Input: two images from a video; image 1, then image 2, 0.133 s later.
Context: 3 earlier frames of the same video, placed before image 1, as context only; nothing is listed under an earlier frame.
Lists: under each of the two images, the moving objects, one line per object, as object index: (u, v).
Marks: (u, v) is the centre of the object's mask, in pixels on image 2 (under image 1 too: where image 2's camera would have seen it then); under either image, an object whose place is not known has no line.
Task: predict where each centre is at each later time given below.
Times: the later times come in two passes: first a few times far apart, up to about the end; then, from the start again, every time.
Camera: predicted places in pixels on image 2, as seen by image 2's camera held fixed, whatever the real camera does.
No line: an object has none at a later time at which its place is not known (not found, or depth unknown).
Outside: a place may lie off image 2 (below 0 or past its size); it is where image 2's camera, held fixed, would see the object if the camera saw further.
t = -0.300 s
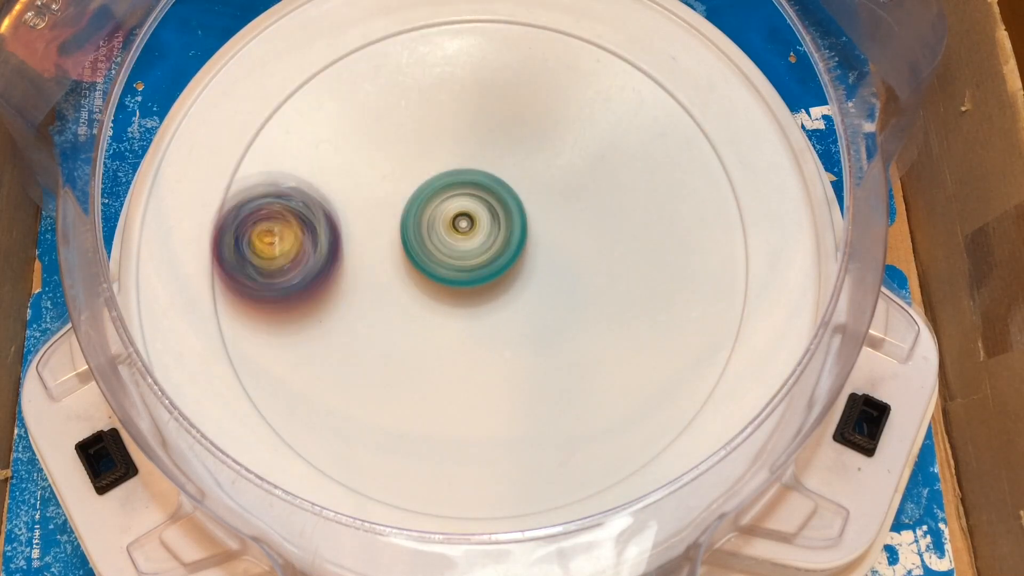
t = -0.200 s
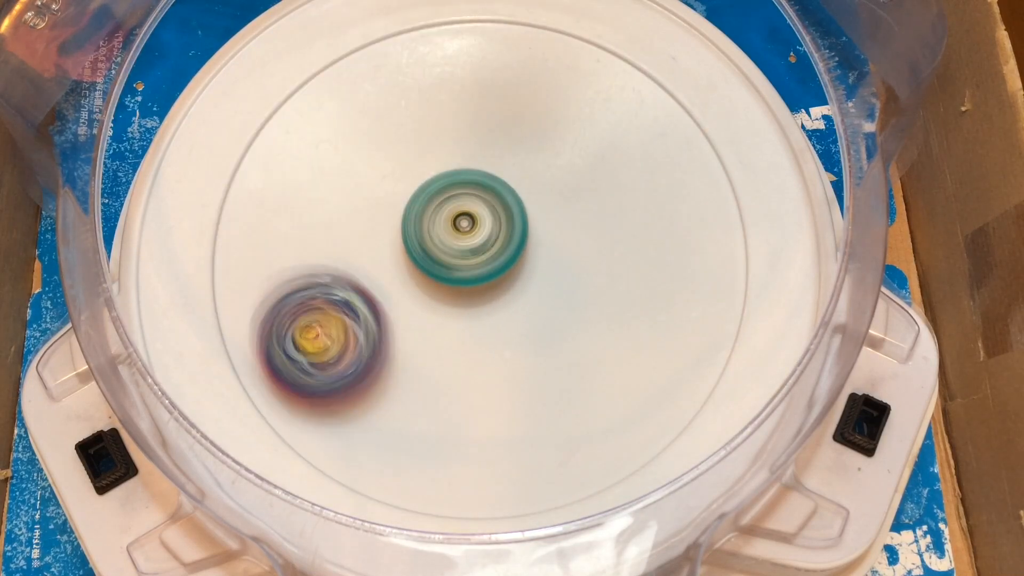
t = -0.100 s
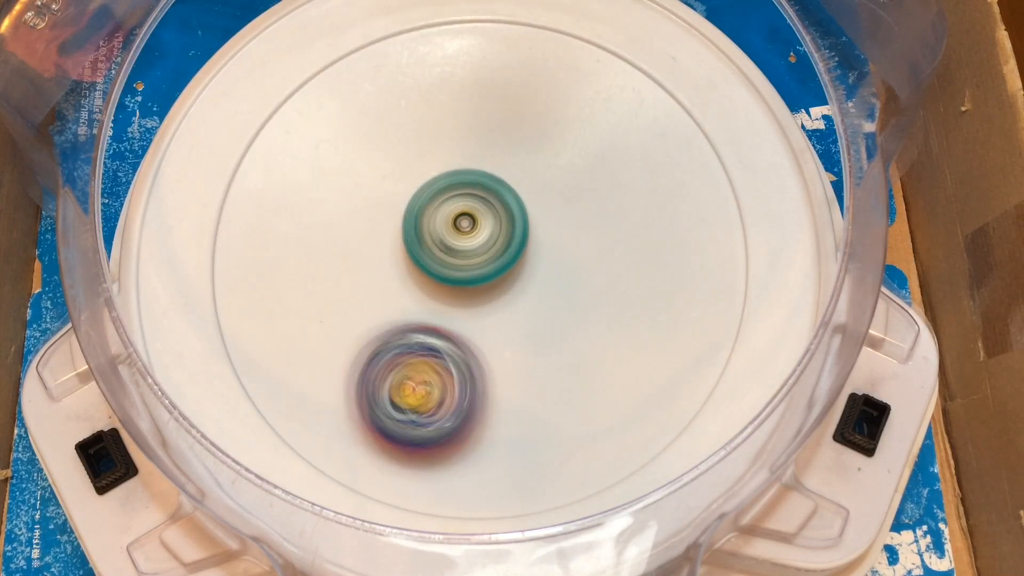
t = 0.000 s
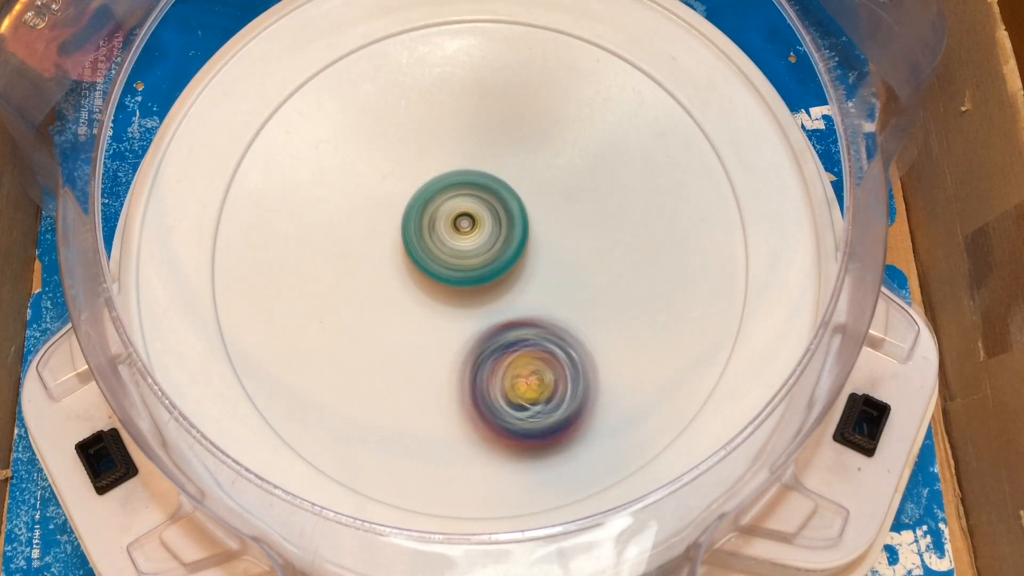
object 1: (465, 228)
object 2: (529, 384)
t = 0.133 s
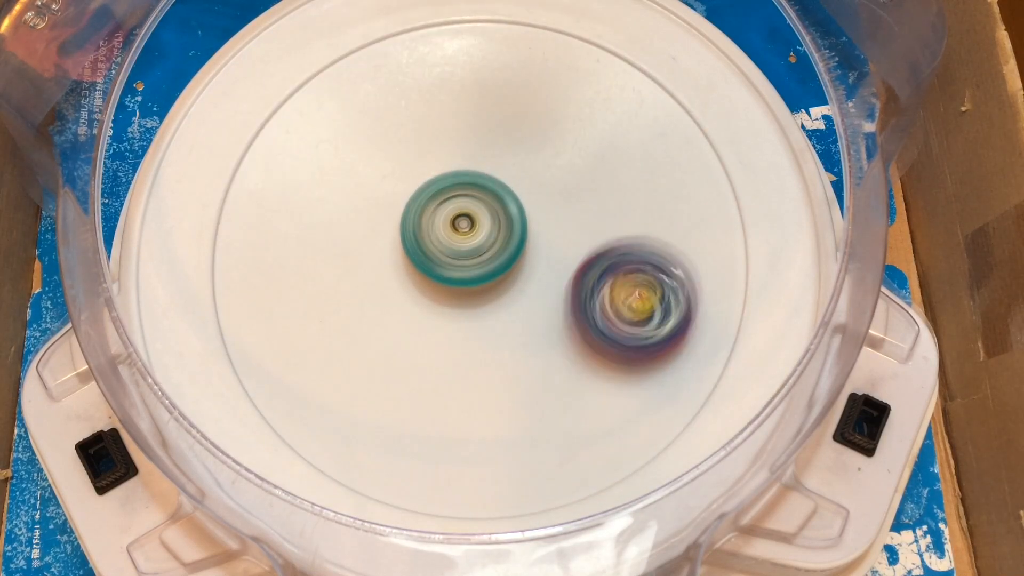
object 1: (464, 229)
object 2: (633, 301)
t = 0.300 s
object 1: (461, 229)
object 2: (637, 161)
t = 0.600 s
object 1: (458, 231)
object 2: (395, 110)
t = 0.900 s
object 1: (456, 232)
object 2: (348, 363)
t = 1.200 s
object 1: (459, 230)
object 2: (610, 341)
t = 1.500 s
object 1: (462, 229)
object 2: (534, 117)
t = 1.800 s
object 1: (464, 228)
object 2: (302, 181)
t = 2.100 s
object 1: (464, 228)
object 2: (446, 382)
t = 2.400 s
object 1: (461, 230)
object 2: (634, 226)
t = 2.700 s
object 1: (457, 230)
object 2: (462, 96)
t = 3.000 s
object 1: (463, 248)
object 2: (285, 251)
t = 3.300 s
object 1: (462, 234)
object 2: (492, 376)
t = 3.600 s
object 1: (468, 209)
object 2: (636, 225)
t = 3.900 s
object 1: (451, 230)
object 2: (463, 106)
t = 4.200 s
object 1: (460, 244)
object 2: (311, 242)
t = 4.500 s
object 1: (488, 259)
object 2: (413, 377)
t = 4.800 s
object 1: (632, 69)
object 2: (409, 435)
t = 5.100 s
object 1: (528, 171)
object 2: (387, 284)
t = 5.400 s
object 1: (521, 337)
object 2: (310, 149)
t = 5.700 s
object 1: (486, 352)
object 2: (386, 84)
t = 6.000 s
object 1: (407, 261)
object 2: (505, 163)
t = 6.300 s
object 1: (421, 163)
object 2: (507, 303)
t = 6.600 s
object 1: (500, 167)
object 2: (385, 358)
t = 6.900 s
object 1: (536, 266)
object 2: (316, 266)
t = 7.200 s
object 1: (468, 331)
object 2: (410, 181)
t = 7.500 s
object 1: (398, 274)
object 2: (541, 212)
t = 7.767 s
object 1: (431, 199)
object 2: (572, 312)
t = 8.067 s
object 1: (523, 191)
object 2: (471, 368)
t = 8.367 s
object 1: (542, 261)
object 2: (386, 283)
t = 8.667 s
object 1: (451, 299)
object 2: (440, 178)
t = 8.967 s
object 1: (393, 241)
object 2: (555, 178)
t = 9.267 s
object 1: (452, 195)
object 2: (583, 275)
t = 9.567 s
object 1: (533, 230)
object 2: (477, 337)
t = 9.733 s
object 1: (539, 266)
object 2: (413, 317)
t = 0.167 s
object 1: (463, 229)
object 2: (645, 274)
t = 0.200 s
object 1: (463, 229)
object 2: (652, 244)
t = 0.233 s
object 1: (462, 229)
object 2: (652, 215)
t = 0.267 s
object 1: (462, 229)
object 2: (647, 186)
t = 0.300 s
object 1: (461, 229)
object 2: (637, 161)
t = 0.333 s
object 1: (461, 229)
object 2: (621, 136)
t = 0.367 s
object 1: (461, 230)
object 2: (600, 115)
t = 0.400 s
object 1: (460, 230)
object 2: (576, 98)
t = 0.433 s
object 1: (460, 230)
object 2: (547, 86)
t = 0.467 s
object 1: (459, 230)
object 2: (516, 80)
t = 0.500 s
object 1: (459, 231)
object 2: (485, 80)
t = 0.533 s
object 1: (459, 231)
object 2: (453, 83)
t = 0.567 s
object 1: (458, 231)
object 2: (422, 94)
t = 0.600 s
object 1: (458, 231)
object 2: (395, 110)
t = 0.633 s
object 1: (457, 232)
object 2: (369, 128)
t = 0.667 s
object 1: (457, 232)
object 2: (348, 152)
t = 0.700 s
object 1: (456, 232)
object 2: (331, 179)
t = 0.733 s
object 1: (456, 232)
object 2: (319, 210)
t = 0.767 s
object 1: (456, 232)
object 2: (313, 241)
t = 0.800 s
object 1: (456, 232)
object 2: (312, 273)
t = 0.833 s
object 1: (456, 232)
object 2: (318, 305)
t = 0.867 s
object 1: (456, 232)
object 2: (330, 337)
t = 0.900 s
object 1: (456, 232)
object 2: (348, 363)
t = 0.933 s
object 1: (456, 232)
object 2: (371, 384)
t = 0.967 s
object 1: (456, 231)
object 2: (401, 400)
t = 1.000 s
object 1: (456, 231)
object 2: (434, 411)
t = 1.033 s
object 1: (457, 231)
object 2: (469, 419)
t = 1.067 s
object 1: (457, 231)
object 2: (505, 414)
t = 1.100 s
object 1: (457, 231)
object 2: (537, 404)
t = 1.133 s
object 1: (458, 231)
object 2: (566, 387)
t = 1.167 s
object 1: (458, 230)
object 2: (591, 366)
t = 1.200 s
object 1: (459, 230)
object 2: (610, 341)
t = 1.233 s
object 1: (459, 230)
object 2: (621, 312)
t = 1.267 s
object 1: (460, 230)
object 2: (627, 284)
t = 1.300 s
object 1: (460, 230)
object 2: (627, 253)
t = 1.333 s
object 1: (460, 230)
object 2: (621, 225)
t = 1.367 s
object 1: (461, 230)
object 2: (611, 199)
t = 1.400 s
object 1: (461, 230)
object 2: (598, 175)
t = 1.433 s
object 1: (462, 230)
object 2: (580, 152)
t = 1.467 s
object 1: (462, 229)
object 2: (558, 132)
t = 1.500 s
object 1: (462, 229)
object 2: (534, 117)
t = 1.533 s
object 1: (463, 229)
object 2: (506, 104)
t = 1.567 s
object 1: (463, 229)
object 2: (476, 97)
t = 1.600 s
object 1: (463, 229)
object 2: (445, 94)
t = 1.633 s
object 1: (463, 229)
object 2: (414, 96)
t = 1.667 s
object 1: (463, 229)
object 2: (387, 103)
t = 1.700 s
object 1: (464, 229)
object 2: (360, 115)
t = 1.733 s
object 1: (464, 229)
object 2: (336, 132)
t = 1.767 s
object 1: (464, 229)
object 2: (316, 155)
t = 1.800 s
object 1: (464, 228)
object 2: (302, 181)
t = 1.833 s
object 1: (464, 229)
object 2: (294, 209)
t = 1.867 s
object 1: (464, 229)
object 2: (293, 239)
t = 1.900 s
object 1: (464, 229)
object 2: (298, 270)
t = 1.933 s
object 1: (464, 228)
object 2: (310, 298)
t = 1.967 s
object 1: (464, 228)
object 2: (328, 328)
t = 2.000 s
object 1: (464, 228)
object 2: (351, 345)
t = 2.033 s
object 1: (464, 228)
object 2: (380, 363)
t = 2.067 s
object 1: (464, 228)
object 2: (412, 377)
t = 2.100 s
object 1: (464, 228)
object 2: (446, 382)
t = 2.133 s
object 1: (464, 228)
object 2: (480, 379)
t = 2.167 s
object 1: (464, 228)
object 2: (513, 373)
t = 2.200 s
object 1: (464, 229)
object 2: (543, 359)
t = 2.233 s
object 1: (463, 229)
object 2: (571, 345)
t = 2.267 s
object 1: (463, 229)
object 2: (594, 326)
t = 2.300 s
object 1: (463, 229)
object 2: (611, 303)
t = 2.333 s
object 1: (462, 229)
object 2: (624, 277)
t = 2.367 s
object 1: (461, 229)
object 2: (631, 254)
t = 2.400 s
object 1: (461, 230)
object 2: (634, 226)
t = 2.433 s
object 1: (460, 230)
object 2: (632, 200)
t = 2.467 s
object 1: (460, 230)
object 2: (624, 175)
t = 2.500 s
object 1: (459, 230)
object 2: (610, 151)
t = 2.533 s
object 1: (459, 230)
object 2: (592, 128)
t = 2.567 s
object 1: (458, 230)
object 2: (571, 114)
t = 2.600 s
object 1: (458, 230)
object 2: (546, 102)
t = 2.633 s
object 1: (458, 230)
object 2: (519, 94)
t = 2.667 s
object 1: (457, 230)
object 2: (491, 92)
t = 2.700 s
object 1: (457, 230)
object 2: (462, 96)
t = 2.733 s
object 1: (457, 230)
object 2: (434, 104)
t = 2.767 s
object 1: (457, 230)
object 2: (408, 117)
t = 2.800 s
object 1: (457, 231)
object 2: (384, 134)
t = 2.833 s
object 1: (460, 236)
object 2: (357, 146)
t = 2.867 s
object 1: (463, 242)
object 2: (334, 160)
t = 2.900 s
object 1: (464, 245)
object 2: (315, 177)
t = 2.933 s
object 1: (464, 246)
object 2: (300, 199)
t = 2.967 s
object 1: (464, 247)
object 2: (289, 226)
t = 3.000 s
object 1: (463, 248)
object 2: (285, 251)
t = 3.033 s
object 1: (462, 247)
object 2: (289, 280)
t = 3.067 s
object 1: (462, 247)
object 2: (300, 307)
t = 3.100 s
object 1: (461, 247)
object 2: (317, 330)
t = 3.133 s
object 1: (461, 246)
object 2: (341, 350)
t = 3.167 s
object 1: (461, 246)
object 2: (370, 367)
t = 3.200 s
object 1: (461, 245)
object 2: (401, 375)
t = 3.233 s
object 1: (461, 245)
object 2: (432, 374)
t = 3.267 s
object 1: (461, 245)
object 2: (463, 372)
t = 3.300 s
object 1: (462, 234)
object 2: (492, 376)
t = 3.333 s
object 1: (463, 222)
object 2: (519, 375)
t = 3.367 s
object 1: (465, 213)
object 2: (548, 368)
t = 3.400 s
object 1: (466, 207)
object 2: (575, 355)
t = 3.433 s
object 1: (467, 205)
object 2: (598, 340)
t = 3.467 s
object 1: (468, 204)
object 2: (616, 320)
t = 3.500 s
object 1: (468, 205)
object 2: (628, 298)
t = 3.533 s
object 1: (468, 206)
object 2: (637, 273)
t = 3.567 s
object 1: (468, 208)
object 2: (639, 250)
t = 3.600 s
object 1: (468, 209)
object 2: (636, 225)
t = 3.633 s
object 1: (468, 211)
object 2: (629, 201)
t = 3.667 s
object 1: (468, 212)
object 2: (615, 179)
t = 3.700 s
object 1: (467, 213)
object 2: (599, 162)
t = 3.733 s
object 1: (467, 214)
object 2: (579, 145)
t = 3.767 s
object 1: (466, 216)
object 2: (556, 133)
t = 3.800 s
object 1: (461, 220)
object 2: (534, 121)
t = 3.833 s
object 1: (455, 225)
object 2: (512, 112)
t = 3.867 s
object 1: (452, 227)
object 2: (488, 106)
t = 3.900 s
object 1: (451, 230)
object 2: (463, 106)
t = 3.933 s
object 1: (450, 231)
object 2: (437, 109)
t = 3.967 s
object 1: (451, 233)
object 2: (413, 115)
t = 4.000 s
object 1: (450, 235)
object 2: (389, 123)
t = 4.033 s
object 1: (450, 237)
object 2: (366, 136)
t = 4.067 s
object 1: (450, 237)
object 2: (349, 151)
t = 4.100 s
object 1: (450, 238)
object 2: (335, 172)
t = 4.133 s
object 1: (450, 239)
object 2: (326, 195)
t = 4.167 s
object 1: (450, 240)
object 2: (323, 221)
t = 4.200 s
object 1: (460, 244)
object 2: (311, 242)
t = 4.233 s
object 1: (473, 249)
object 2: (297, 262)
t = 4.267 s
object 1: (482, 254)
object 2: (290, 283)
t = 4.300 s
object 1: (488, 257)
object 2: (289, 306)
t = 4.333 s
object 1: (491, 259)
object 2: (296, 331)
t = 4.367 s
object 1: (491, 260)
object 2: (311, 351)
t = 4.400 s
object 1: (490, 260)
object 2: (332, 367)
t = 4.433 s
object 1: (489, 260)
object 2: (356, 377)
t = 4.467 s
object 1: (489, 259)
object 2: (384, 382)
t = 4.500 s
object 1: (488, 259)
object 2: (413, 377)
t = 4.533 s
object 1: (488, 258)
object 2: (434, 373)
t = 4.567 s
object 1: (516, 229)
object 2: (420, 405)
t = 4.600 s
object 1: (550, 193)
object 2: (401, 433)
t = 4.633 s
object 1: (578, 159)
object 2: (390, 453)
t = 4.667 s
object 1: (597, 129)
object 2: (388, 466)
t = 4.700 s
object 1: (616, 107)
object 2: (391, 467)
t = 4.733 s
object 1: (628, 89)
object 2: (397, 460)
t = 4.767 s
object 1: (633, 76)
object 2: (404, 448)
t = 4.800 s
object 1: (632, 69)
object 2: (409, 435)
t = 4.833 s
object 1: (629, 68)
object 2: (413, 419)
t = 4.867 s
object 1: (624, 70)
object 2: (414, 403)
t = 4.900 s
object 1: (615, 77)
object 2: (413, 387)
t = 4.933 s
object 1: (606, 88)
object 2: (409, 369)
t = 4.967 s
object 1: (593, 101)
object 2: (404, 351)
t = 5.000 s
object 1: (577, 116)
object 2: (400, 333)
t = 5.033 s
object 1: (562, 134)
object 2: (395, 316)
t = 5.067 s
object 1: (545, 154)
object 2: (390, 300)
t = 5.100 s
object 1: (528, 171)
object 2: (387, 284)
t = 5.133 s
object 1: (509, 192)
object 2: (386, 266)
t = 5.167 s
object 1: (496, 210)
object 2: (385, 248)
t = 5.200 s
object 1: (493, 228)
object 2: (374, 231)
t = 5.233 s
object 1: (501, 252)
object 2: (351, 214)
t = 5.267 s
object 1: (510, 274)
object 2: (337, 199)
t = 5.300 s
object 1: (516, 294)
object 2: (326, 185)
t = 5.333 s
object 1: (519, 310)
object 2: (319, 174)
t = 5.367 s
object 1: (521, 324)
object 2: (313, 161)
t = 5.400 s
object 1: (521, 337)
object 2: (310, 149)
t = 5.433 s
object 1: (522, 348)
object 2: (308, 137)
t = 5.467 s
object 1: (520, 357)
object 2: (310, 125)
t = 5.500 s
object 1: (517, 364)
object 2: (314, 114)
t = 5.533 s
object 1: (514, 368)
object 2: (322, 105)
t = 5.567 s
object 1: (509, 369)
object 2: (331, 96)
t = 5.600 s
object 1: (504, 367)
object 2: (343, 90)
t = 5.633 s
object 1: (499, 364)
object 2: (356, 86)
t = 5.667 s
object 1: (493, 358)
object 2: (371, 84)
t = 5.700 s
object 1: (486, 352)
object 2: (386, 84)
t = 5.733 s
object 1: (477, 345)
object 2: (402, 86)
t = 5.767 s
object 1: (469, 338)
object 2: (417, 90)
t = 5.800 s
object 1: (459, 330)
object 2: (433, 96)
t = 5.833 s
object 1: (450, 320)
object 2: (447, 103)
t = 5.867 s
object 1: (439, 310)
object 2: (461, 113)
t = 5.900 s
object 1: (429, 297)
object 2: (473, 123)
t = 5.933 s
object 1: (420, 286)
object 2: (485, 136)
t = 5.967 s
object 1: (413, 274)
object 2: (496, 147)
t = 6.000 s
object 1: (407, 261)
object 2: (505, 163)
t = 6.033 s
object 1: (403, 248)
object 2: (513, 177)
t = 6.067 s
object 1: (400, 235)
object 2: (519, 193)
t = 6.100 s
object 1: (398, 223)
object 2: (523, 210)
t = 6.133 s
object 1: (398, 209)
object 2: (525, 227)
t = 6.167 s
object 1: (400, 198)
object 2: (526, 242)
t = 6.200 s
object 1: (404, 187)
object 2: (524, 258)
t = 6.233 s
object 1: (409, 178)
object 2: (520, 275)
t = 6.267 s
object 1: (415, 170)
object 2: (514, 289)
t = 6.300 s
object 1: (421, 163)
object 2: (507, 303)
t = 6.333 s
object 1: (428, 159)
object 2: (497, 318)
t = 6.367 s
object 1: (436, 155)
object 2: (487, 328)
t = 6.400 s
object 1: (444, 153)
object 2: (473, 338)
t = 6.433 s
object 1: (453, 152)
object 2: (460, 346)
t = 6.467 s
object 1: (462, 152)
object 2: (445, 354)
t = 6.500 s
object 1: (472, 155)
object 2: (430, 357)
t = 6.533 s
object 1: (481, 157)
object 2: (414, 360)
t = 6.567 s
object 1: (490, 163)
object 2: (399, 359)
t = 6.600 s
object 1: (500, 167)
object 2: (385, 358)
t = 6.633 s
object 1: (508, 175)
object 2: (370, 352)
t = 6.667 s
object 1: (517, 183)
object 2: (358, 348)
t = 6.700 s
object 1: (523, 194)
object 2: (345, 339)
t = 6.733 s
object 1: (530, 205)
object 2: (336, 330)
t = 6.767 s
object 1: (534, 217)
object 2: (327, 318)
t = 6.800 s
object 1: (537, 229)
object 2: (321, 307)
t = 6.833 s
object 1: (538, 241)
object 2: (317, 293)
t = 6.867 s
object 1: (538, 254)
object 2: (316, 281)
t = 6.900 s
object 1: (536, 266)
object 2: (316, 266)
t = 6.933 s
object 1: (533, 278)
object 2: (321, 253)
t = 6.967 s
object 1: (529, 291)
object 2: (326, 240)
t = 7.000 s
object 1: (522, 299)
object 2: (334, 227)
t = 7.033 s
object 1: (514, 309)
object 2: (343, 216)
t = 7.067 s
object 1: (507, 316)
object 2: (355, 207)
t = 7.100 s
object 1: (497, 323)
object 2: (365, 199)
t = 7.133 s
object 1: (488, 327)
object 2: (381, 191)
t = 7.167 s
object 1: (478, 330)
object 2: (394, 186)
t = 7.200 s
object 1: (468, 331)
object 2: (410, 181)
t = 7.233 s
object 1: (458, 331)
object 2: (425, 179)
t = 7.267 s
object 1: (447, 328)
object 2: (440, 175)
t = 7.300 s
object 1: (438, 323)
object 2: (457, 176)
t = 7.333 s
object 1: (428, 318)
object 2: (471, 178)
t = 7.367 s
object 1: (420, 311)
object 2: (487, 183)
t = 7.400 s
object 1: (412, 303)
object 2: (501, 187)
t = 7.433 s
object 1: (405, 294)
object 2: (515, 193)
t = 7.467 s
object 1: (400, 284)
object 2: (528, 200)
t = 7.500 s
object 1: (398, 274)
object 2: (541, 212)
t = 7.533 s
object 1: (396, 263)
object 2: (550, 221)
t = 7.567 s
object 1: (397, 254)
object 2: (560, 234)
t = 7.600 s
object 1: (398, 243)
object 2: (566, 246)
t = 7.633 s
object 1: (402, 233)
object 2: (572, 260)
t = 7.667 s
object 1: (407, 223)
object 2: (574, 271)
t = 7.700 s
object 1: (413, 215)
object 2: (576, 286)
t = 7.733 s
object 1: (421, 206)
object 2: (574, 300)
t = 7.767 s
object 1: (431, 199)
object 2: (572, 312)
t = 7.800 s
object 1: (441, 192)
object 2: (565, 326)
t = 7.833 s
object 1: (452, 187)
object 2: (558, 337)
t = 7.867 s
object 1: (463, 183)
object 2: (549, 347)
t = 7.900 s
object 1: (474, 181)
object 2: (540, 355)
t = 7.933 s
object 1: (485, 180)
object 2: (525, 364)
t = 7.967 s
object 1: (495, 181)
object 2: (513, 367)
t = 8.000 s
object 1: (505, 183)
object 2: (500, 371)
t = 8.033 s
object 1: (514, 186)
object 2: (484, 370)
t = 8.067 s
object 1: (523, 191)
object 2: (471, 368)
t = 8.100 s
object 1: (531, 196)
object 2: (456, 365)
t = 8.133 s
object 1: (537, 203)
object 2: (444, 360)
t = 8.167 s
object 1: (543, 210)
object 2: (430, 352)
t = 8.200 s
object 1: (546, 218)
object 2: (420, 342)
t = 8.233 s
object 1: (549, 226)
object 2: (410, 333)
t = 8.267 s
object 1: (548, 234)
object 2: (402, 321)
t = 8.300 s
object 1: (548, 243)
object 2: (395, 309)
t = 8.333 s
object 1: (546, 252)
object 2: (390, 296)
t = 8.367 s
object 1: (542, 261)
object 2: (386, 283)
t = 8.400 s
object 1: (536, 270)
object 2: (385, 269)
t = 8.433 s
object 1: (530, 277)
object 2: (387, 255)
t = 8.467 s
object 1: (520, 284)
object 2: (389, 241)
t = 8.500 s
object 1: (511, 290)
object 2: (394, 229)
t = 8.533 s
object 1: (500, 295)
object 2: (400, 216)
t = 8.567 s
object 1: (488, 298)
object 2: (409, 205)
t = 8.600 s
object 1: (476, 300)
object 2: (418, 195)
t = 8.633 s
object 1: (464, 300)
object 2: (429, 186)
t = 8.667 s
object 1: (451, 299)
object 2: (440, 178)
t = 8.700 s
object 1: (440, 297)
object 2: (451, 171)
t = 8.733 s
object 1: (429, 293)
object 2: (465, 166)
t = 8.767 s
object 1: (419, 288)
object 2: (477, 162)
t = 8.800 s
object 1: (410, 281)
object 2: (492, 161)
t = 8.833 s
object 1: (404, 273)
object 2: (504, 161)
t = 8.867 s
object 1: (399, 266)
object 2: (519, 162)
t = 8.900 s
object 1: (395, 257)
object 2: (530, 166)
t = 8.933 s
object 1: (394, 249)
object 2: (544, 171)
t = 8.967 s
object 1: (393, 241)
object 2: (555, 178)
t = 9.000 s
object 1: (395, 233)
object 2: (564, 185)
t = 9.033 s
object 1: (397, 227)
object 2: (575, 193)
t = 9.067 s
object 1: (401, 219)
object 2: (582, 203)
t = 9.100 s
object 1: (407, 213)
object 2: (588, 215)
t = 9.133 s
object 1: (414, 207)
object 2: (591, 226)
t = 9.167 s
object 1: (422, 202)
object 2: (593, 238)
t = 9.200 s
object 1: (431, 198)
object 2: (592, 251)
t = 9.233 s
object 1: (442, 196)
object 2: (589, 263)
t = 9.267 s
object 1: (452, 195)
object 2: (583, 275)
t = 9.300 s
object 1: (463, 195)
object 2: (577, 285)
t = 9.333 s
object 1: (473, 196)
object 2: (569, 296)
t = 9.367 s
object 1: (483, 199)
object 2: (558, 304)
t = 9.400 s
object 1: (493, 203)
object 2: (547, 312)
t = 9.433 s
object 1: (502, 207)
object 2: (535, 318)
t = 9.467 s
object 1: (512, 211)
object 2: (520, 327)
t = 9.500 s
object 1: (520, 217)
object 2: (505, 331)
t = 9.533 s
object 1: (526, 224)
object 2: (494, 333)
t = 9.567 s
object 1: (533, 230)
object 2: (477, 337)
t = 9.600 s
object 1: (538, 237)
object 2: (462, 337)
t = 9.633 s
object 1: (541, 244)
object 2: (449, 334)
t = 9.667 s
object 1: (541, 252)
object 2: (436, 331)
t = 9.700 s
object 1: (541, 259)
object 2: (425, 326)
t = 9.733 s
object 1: (539, 266)
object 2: (413, 317)
